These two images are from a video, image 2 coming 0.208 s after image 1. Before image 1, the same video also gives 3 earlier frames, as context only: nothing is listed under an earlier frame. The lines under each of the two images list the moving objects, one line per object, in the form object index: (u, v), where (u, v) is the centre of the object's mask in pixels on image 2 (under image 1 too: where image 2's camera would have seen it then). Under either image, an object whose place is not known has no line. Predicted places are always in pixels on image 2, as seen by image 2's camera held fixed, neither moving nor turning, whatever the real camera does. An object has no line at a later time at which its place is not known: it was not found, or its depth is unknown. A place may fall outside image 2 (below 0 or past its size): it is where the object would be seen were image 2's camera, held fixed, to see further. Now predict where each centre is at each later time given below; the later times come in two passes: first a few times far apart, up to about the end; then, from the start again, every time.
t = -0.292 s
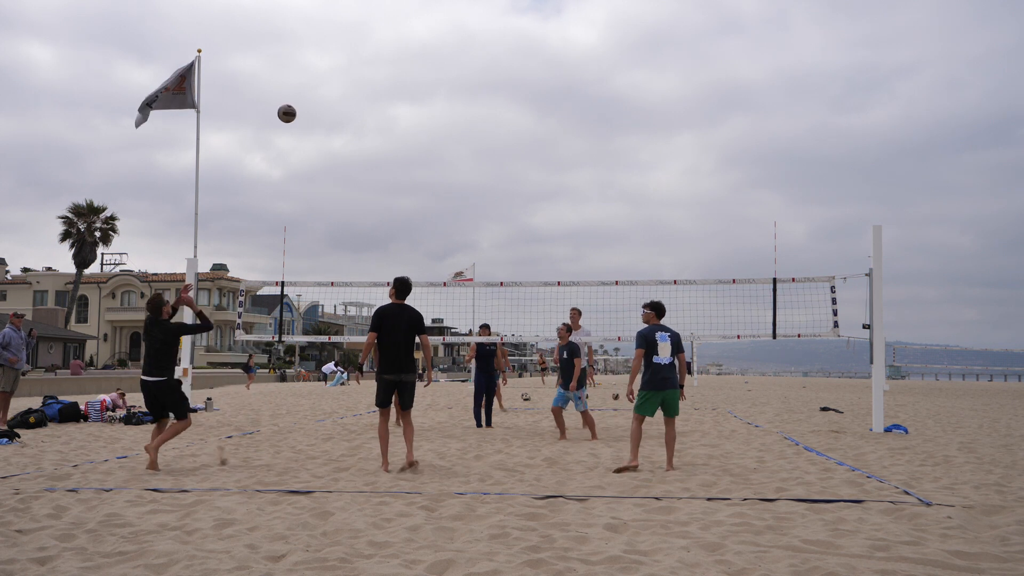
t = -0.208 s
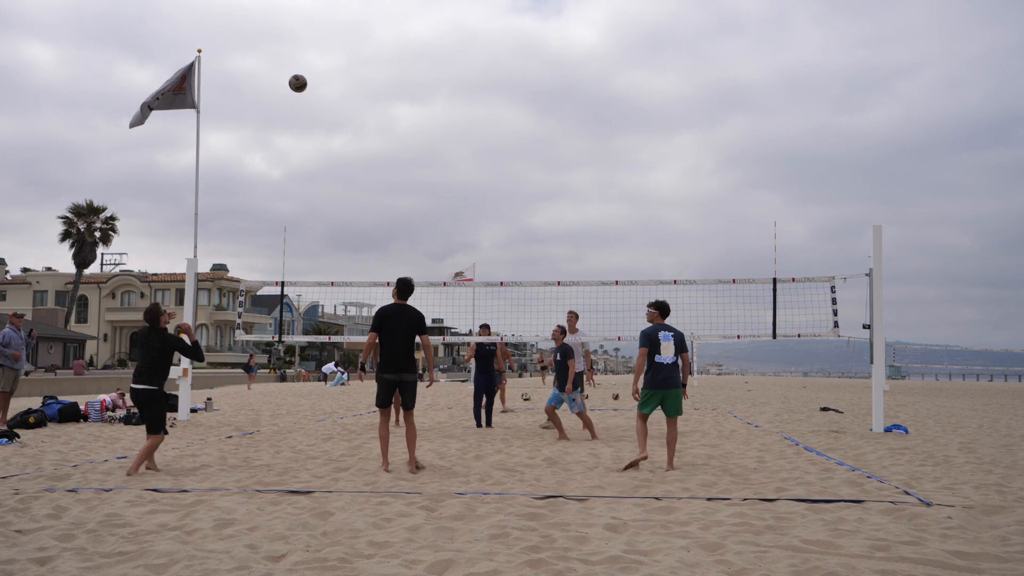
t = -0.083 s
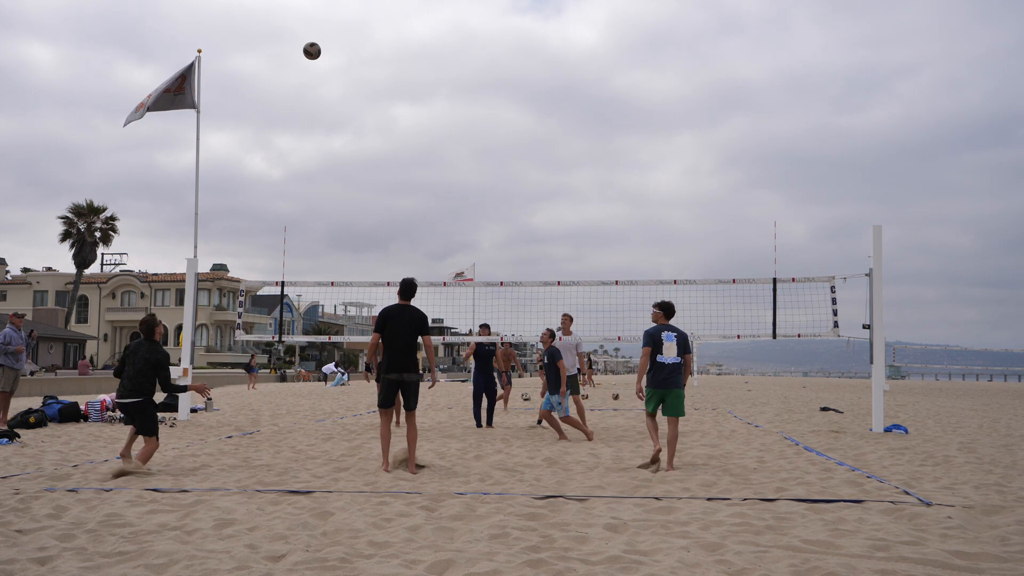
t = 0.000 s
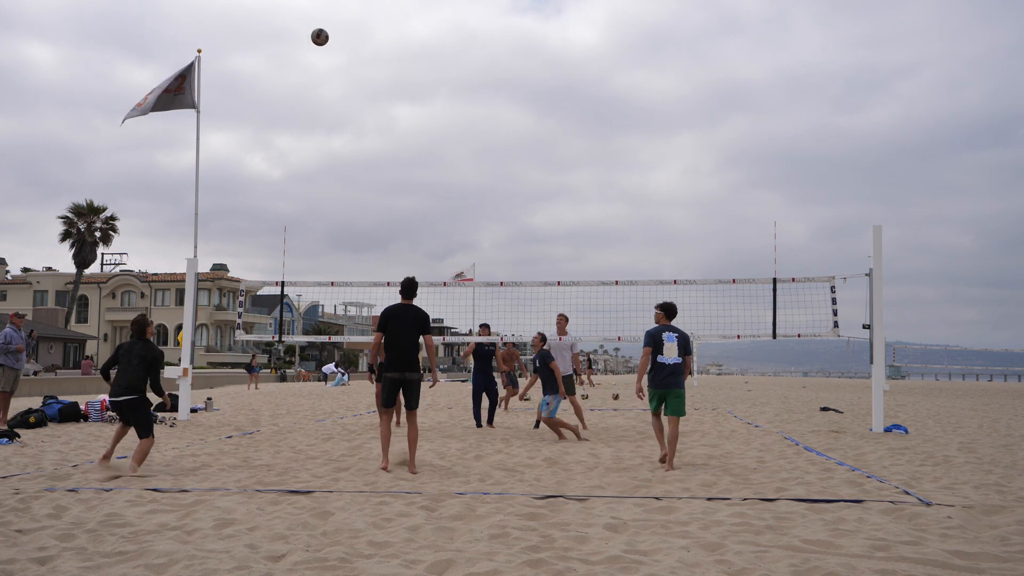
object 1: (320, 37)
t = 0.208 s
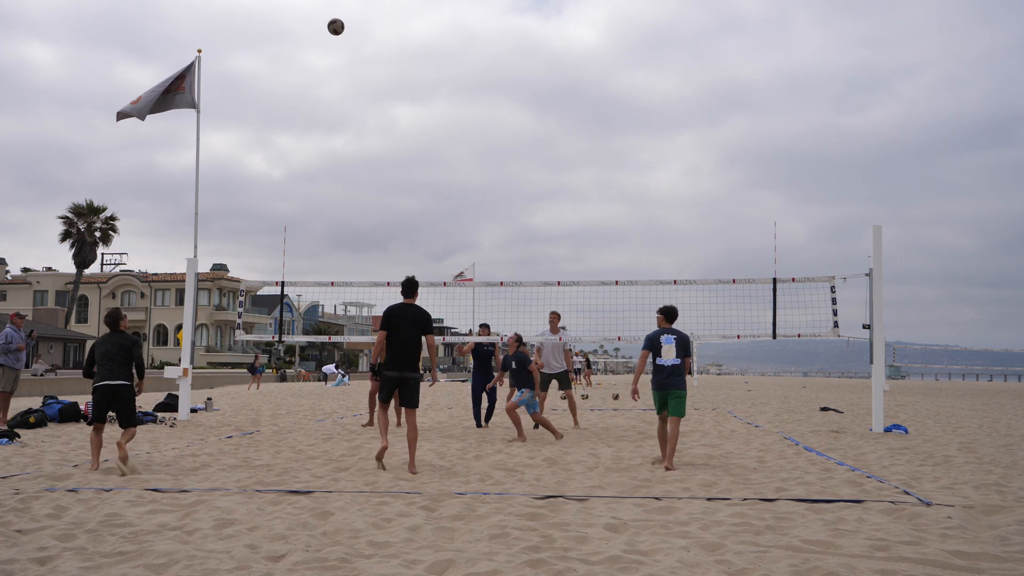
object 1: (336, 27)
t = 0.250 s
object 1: (339, 28)
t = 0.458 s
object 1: (350, 55)
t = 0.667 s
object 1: (359, 108)
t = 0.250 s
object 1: (339, 28)
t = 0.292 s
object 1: (341, 31)
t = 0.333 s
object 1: (344, 35)
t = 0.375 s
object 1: (346, 41)
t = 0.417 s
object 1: (348, 47)
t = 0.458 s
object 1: (350, 55)
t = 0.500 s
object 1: (352, 63)
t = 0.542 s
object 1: (354, 73)
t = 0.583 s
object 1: (356, 84)
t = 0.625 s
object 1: (357, 96)
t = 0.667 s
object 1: (359, 108)
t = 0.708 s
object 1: (360, 122)
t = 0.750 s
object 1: (361, 137)
